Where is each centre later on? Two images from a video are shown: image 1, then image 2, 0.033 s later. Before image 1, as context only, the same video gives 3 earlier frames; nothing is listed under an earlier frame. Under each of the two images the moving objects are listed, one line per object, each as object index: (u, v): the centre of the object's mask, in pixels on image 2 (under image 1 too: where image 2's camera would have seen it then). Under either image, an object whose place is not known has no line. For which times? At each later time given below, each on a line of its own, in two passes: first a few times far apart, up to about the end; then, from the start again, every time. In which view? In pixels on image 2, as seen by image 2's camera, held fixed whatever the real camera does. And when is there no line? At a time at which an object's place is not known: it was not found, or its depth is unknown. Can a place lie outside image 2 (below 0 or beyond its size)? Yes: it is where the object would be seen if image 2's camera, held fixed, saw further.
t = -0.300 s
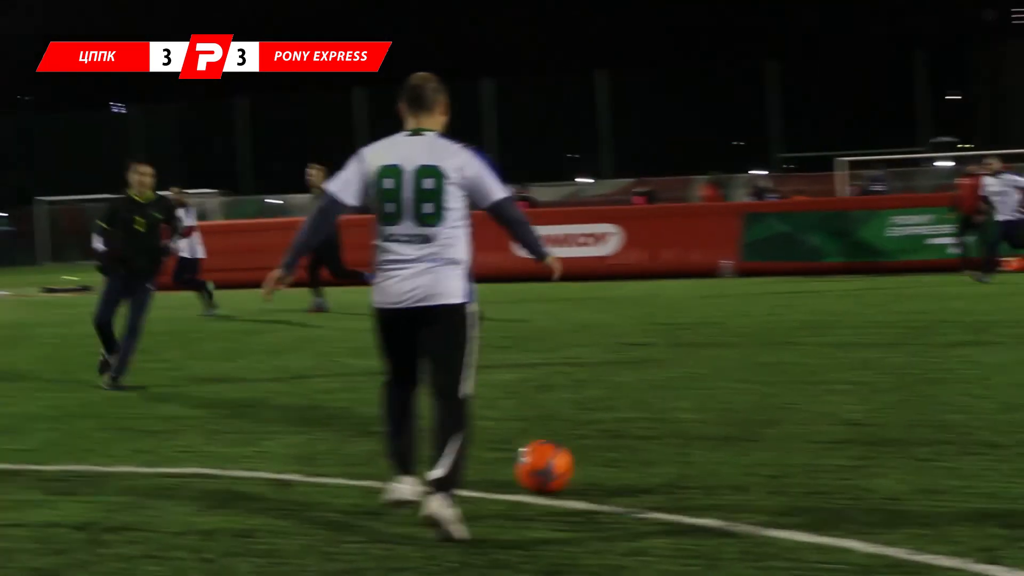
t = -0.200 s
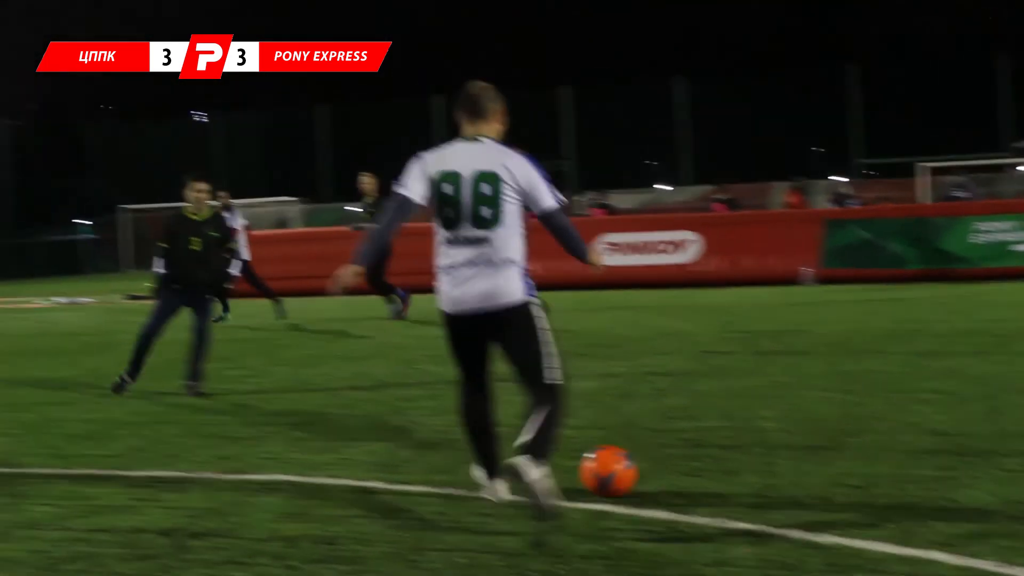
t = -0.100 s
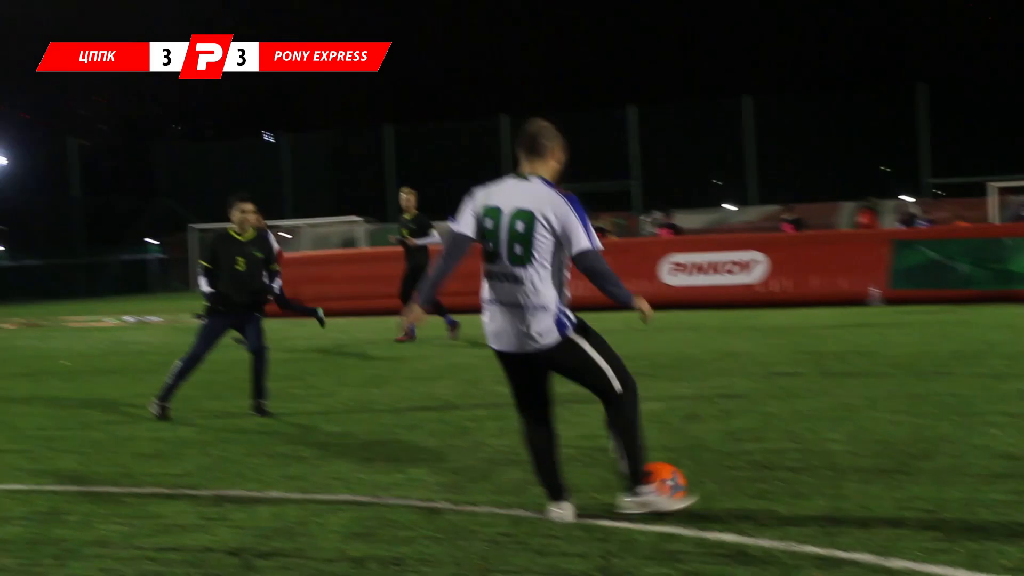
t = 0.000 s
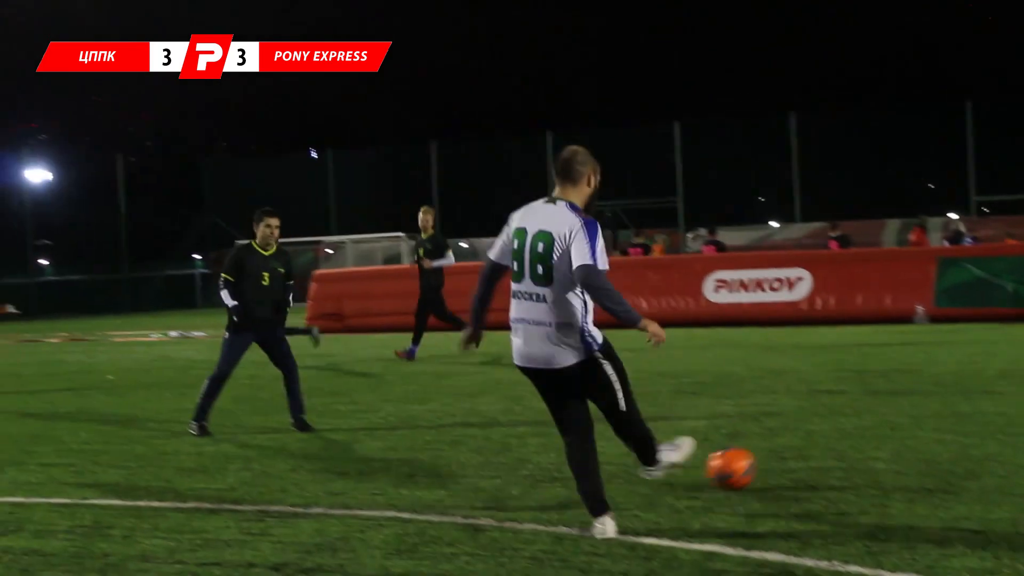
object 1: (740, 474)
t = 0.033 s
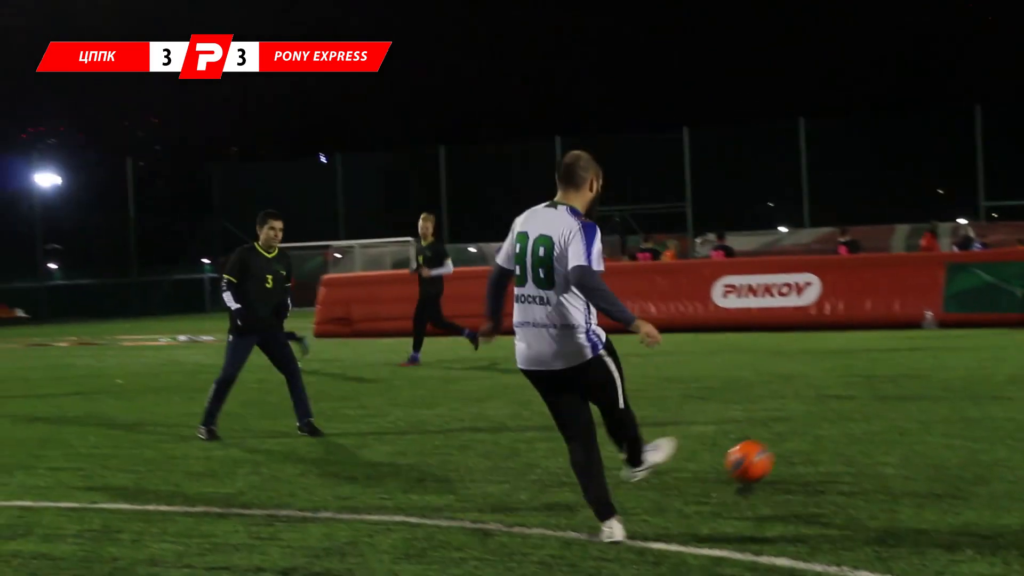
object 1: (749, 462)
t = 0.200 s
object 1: (783, 421)
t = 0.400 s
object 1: (807, 393)
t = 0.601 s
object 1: (822, 372)
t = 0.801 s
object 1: (829, 360)
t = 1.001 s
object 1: (836, 355)
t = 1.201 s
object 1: (839, 344)
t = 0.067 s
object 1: (757, 451)
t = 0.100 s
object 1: (765, 442)
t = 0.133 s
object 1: (771, 435)
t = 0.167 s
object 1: (777, 429)
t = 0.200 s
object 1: (783, 421)
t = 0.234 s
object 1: (789, 416)
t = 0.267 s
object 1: (793, 411)
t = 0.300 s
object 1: (798, 404)
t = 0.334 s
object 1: (801, 400)
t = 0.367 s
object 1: (804, 398)
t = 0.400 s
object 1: (807, 393)
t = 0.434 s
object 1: (810, 386)
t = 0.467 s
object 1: (813, 384)
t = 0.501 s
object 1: (816, 381)
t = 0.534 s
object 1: (818, 381)
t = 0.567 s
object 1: (821, 377)
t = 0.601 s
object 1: (822, 372)
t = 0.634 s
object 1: (823, 368)
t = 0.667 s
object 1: (825, 366)
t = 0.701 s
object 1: (826, 365)
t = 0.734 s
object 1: (827, 366)
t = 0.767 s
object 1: (829, 366)
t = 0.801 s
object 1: (829, 360)
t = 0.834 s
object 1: (830, 356)
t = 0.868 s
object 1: (831, 353)
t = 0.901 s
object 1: (832, 352)
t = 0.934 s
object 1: (833, 352)
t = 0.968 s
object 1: (834, 352)
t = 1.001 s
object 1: (836, 355)
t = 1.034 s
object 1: (836, 354)
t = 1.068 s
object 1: (837, 350)
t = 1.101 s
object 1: (838, 346)
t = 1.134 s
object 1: (838, 344)
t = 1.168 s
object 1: (838, 344)
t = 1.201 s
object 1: (839, 344)
